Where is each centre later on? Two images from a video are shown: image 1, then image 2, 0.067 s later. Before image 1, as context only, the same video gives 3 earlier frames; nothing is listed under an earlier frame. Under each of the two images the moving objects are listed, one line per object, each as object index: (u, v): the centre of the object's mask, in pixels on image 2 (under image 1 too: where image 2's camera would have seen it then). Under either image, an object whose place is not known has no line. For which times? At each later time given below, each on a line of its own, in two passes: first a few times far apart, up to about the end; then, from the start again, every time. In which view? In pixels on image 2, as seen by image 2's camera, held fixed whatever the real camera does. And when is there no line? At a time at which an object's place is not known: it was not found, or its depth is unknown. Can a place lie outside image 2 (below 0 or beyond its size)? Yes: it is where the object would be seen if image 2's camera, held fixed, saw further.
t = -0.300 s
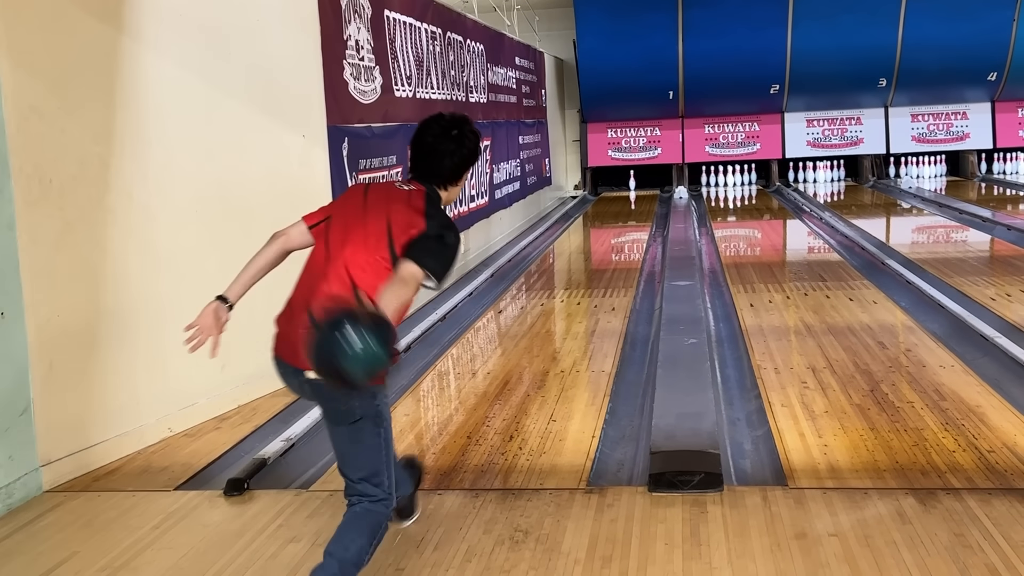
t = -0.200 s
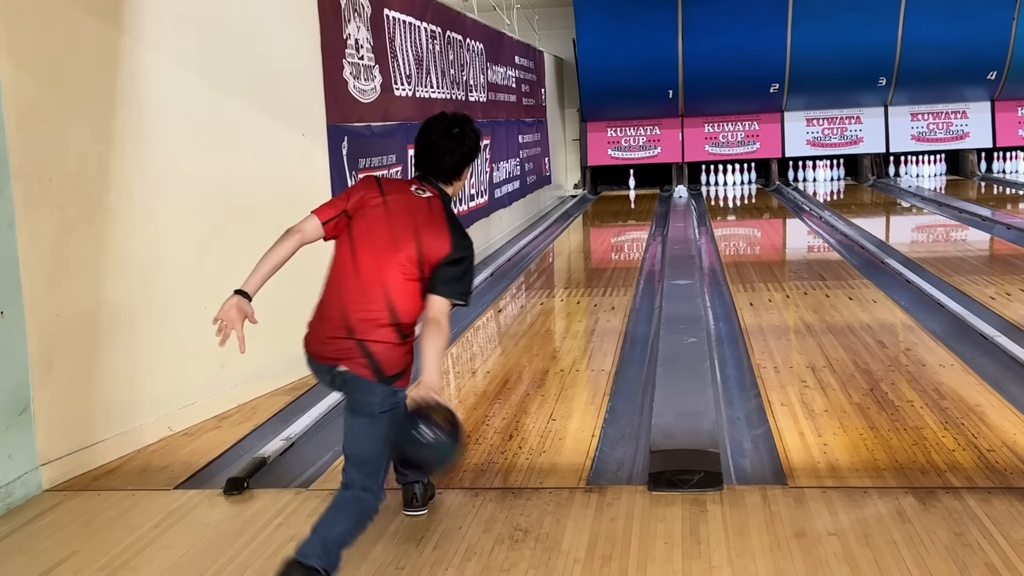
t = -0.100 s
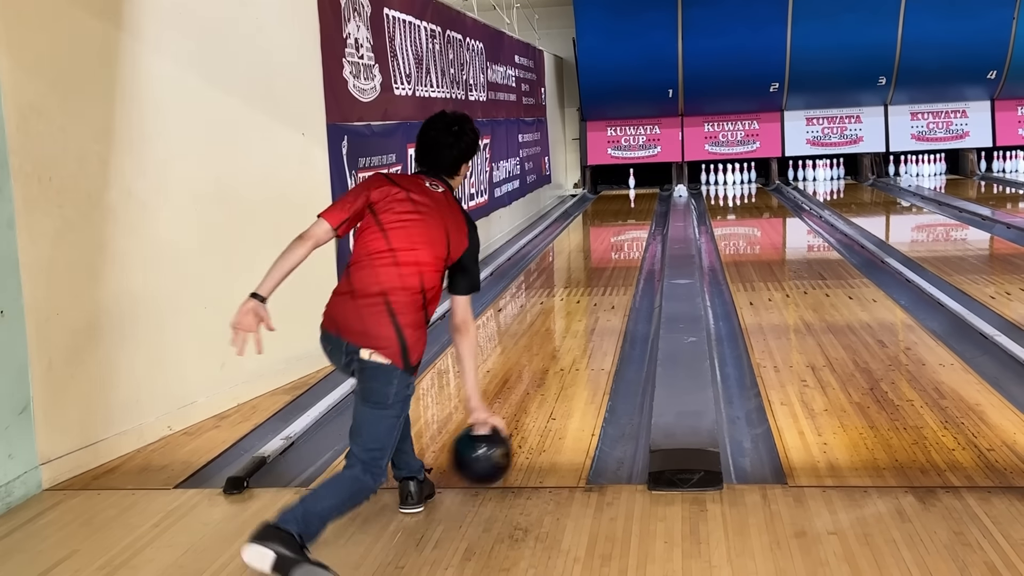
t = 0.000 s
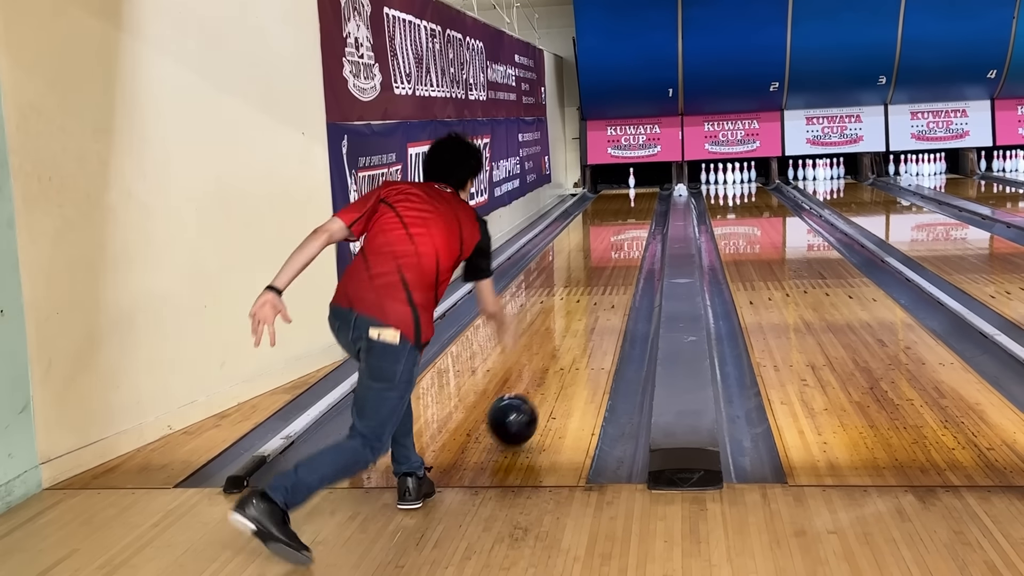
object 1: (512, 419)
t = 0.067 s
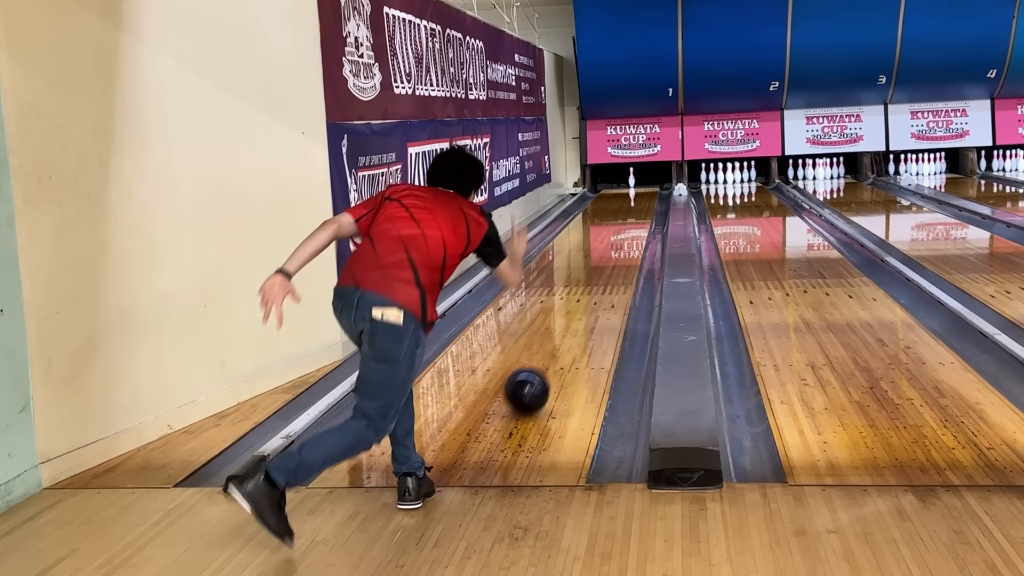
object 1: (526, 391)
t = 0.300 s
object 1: (559, 321)
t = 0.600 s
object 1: (582, 271)
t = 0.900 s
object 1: (596, 240)
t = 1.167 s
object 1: (604, 222)
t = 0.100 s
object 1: (533, 379)
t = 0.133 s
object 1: (538, 367)
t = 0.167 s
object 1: (543, 356)
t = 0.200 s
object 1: (548, 346)
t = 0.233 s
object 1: (552, 337)
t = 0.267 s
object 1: (556, 329)
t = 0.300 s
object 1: (559, 321)
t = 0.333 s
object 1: (562, 313)
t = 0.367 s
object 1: (565, 307)
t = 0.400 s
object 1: (570, 299)
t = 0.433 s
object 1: (571, 295)
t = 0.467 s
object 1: (574, 289)
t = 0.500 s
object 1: (576, 284)
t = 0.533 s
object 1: (578, 280)
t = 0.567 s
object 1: (580, 275)
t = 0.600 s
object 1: (582, 271)
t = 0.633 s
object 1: (584, 266)
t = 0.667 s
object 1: (586, 262)
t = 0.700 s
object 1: (587, 259)
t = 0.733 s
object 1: (589, 255)
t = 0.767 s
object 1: (590, 252)
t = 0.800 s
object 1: (592, 249)
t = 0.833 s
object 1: (593, 246)
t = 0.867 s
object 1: (595, 243)
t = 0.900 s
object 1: (596, 240)
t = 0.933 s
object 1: (597, 237)
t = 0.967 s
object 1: (598, 235)
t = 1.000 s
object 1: (599, 232)
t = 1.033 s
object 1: (600, 230)
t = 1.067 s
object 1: (601, 228)
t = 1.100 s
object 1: (602, 226)
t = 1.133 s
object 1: (603, 224)
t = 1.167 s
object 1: (604, 222)
